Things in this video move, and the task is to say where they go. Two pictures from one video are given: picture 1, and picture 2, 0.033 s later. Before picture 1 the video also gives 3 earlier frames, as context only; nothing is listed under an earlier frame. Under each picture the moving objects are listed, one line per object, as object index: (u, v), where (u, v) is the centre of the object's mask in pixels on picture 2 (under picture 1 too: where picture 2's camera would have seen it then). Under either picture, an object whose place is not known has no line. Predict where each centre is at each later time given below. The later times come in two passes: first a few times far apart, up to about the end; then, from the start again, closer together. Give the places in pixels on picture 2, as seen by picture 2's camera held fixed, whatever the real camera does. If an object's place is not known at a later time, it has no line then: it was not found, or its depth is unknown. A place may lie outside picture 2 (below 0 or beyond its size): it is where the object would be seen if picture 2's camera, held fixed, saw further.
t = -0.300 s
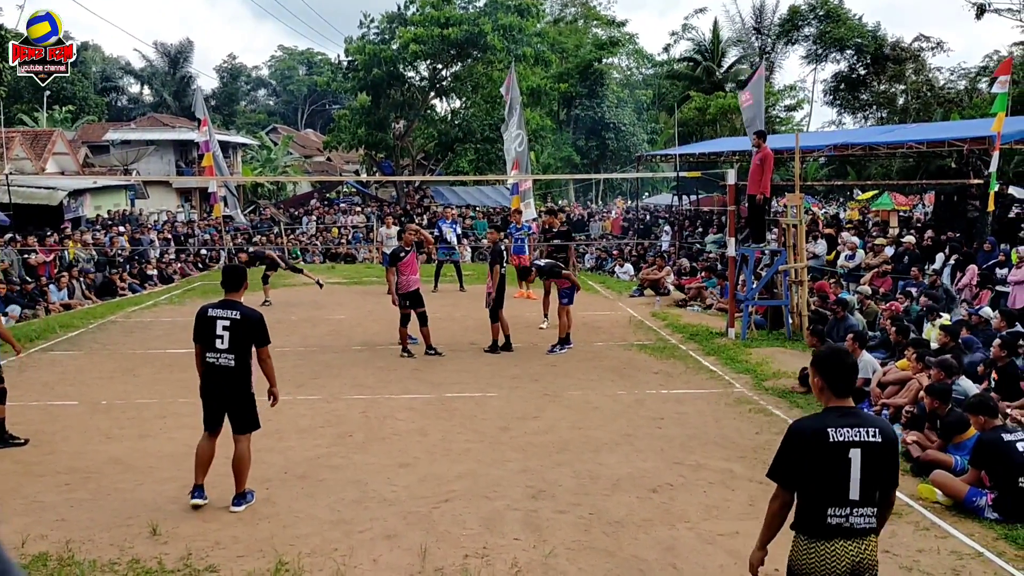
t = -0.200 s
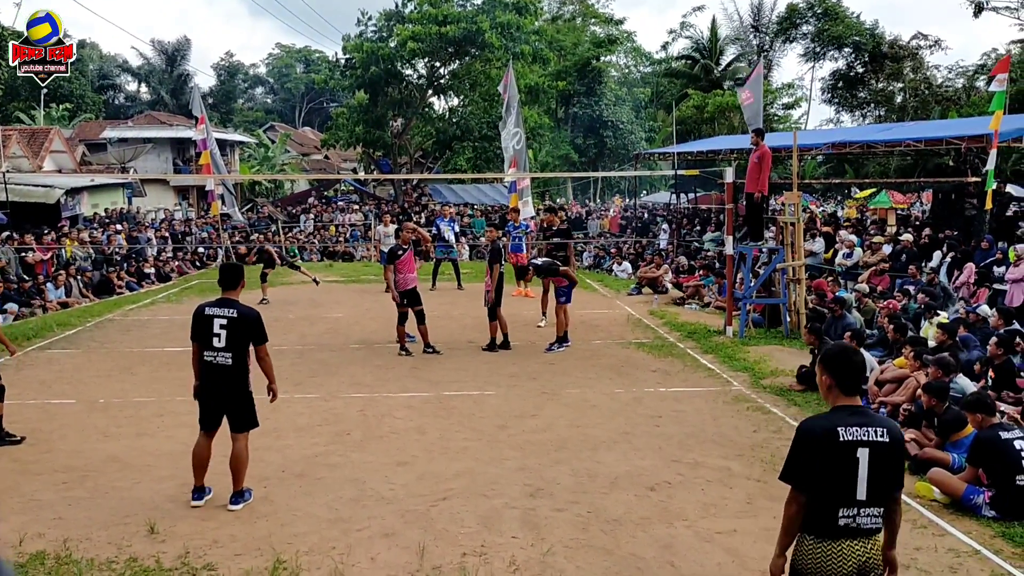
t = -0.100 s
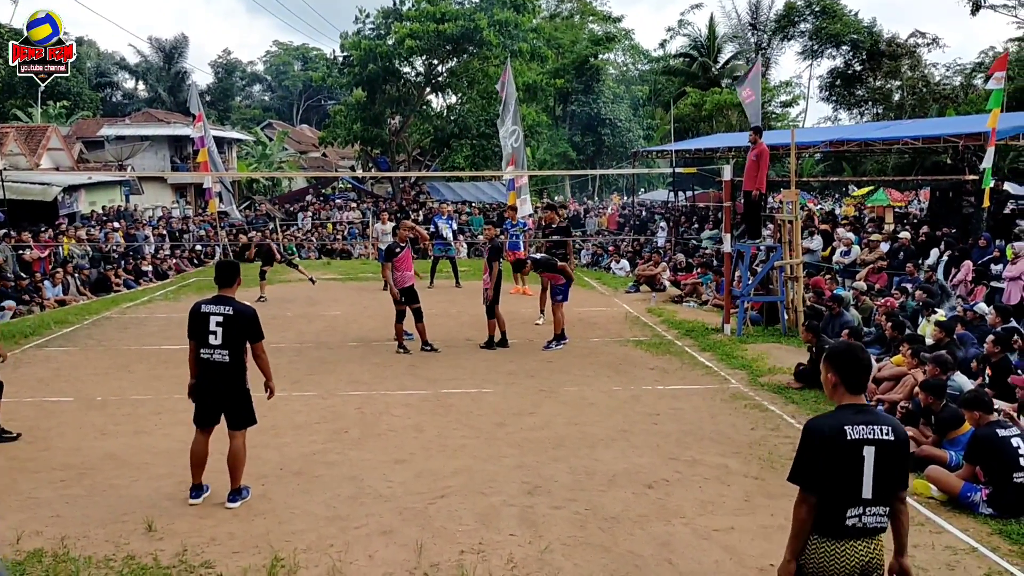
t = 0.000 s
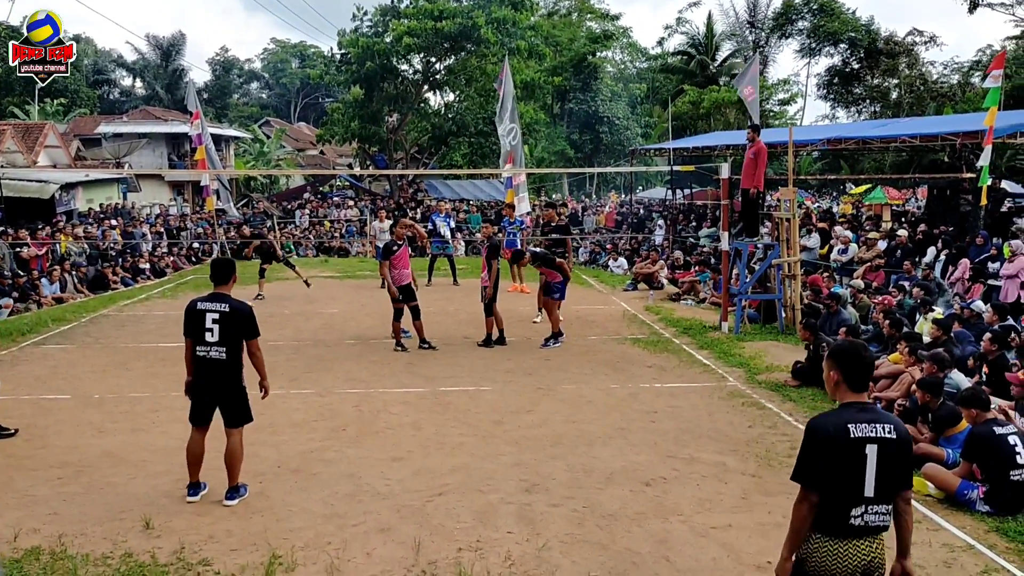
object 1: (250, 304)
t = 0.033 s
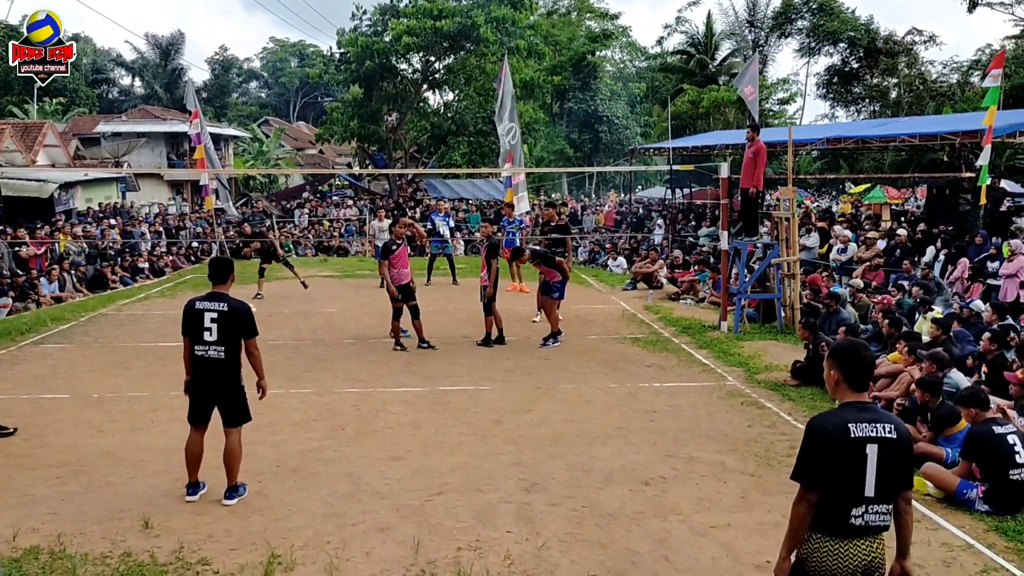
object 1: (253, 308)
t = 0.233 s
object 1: (262, 332)
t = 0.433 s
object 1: (278, 337)
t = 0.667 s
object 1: (301, 365)
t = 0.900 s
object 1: (327, 388)
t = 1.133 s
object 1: (358, 416)
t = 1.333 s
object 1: (390, 439)
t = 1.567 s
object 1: (438, 483)
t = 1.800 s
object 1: (500, 524)
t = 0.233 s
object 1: (262, 332)
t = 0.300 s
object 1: (268, 330)
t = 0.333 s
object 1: (270, 331)
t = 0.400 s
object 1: (276, 334)
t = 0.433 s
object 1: (278, 337)
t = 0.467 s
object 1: (281, 342)
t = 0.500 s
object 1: (285, 346)
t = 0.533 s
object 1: (288, 353)
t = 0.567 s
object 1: (291, 360)
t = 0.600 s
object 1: (295, 365)
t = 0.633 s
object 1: (297, 364)
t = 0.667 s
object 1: (301, 365)
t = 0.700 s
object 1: (304, 367)
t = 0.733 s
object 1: (308, 369)
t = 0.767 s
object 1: (311, 373)
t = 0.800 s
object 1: (314, 378)
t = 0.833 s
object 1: (319, 384)
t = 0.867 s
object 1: (322, 389)
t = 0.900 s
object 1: (327, 388)
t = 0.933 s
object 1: (330, 389)
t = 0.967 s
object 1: (335, 390)
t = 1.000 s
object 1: (339, 393)
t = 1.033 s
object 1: (343, 397)
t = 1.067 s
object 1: (348, 401)
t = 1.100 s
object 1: (353, 408)
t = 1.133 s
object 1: (358, 416)
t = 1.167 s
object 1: (363, 426)
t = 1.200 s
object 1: (368, 425)
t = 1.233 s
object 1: (373, 427)
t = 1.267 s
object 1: (379, 430)
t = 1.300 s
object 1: (384, 435)
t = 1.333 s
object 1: (390, 439)
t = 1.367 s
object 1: (396, 447)
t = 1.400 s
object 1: (402, 456)
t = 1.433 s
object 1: (409, 467)
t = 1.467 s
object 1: (416, 468)
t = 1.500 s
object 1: (423, 471)
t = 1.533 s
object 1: (431, 476)
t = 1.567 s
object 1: (438, 483)
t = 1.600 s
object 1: (447, 490)
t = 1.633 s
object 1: (455, 501)
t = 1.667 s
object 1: (464, 505)
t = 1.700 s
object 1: (472, 507)
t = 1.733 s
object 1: (481, 510)
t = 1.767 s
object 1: (490, 516)
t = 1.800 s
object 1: (500, 524)
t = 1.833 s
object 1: (509, 535)
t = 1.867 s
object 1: (520, 546)
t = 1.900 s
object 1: (531, 562)
